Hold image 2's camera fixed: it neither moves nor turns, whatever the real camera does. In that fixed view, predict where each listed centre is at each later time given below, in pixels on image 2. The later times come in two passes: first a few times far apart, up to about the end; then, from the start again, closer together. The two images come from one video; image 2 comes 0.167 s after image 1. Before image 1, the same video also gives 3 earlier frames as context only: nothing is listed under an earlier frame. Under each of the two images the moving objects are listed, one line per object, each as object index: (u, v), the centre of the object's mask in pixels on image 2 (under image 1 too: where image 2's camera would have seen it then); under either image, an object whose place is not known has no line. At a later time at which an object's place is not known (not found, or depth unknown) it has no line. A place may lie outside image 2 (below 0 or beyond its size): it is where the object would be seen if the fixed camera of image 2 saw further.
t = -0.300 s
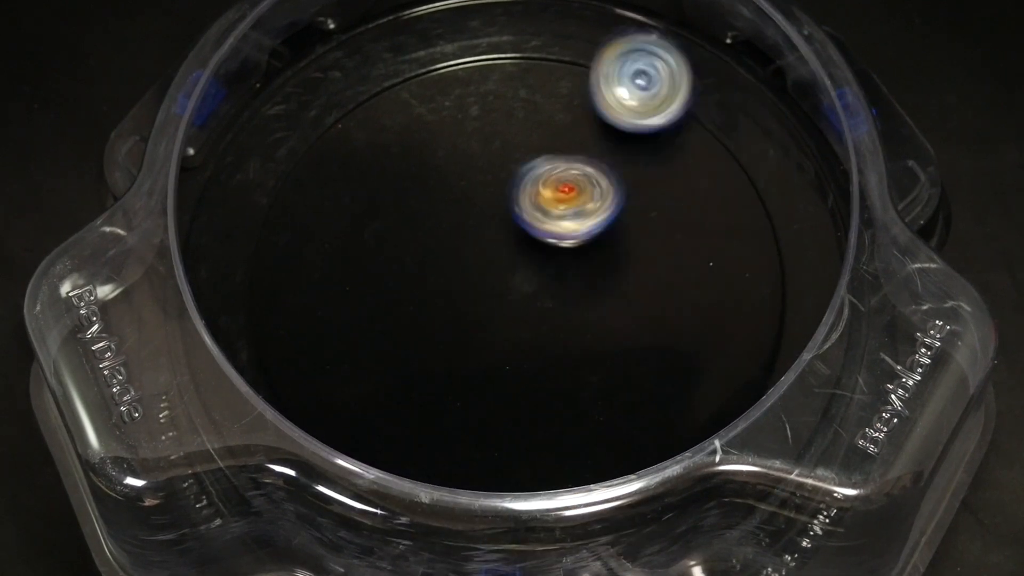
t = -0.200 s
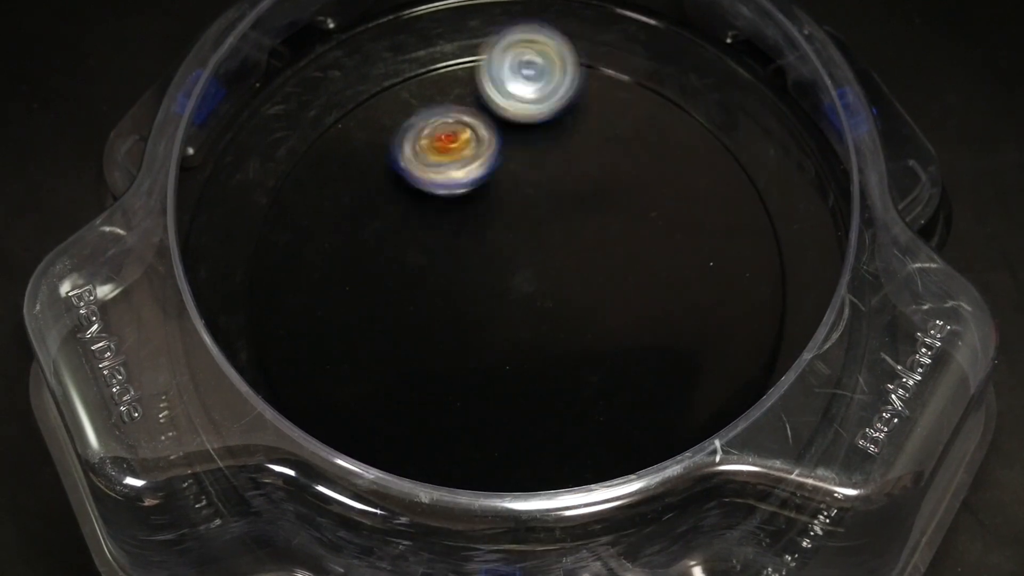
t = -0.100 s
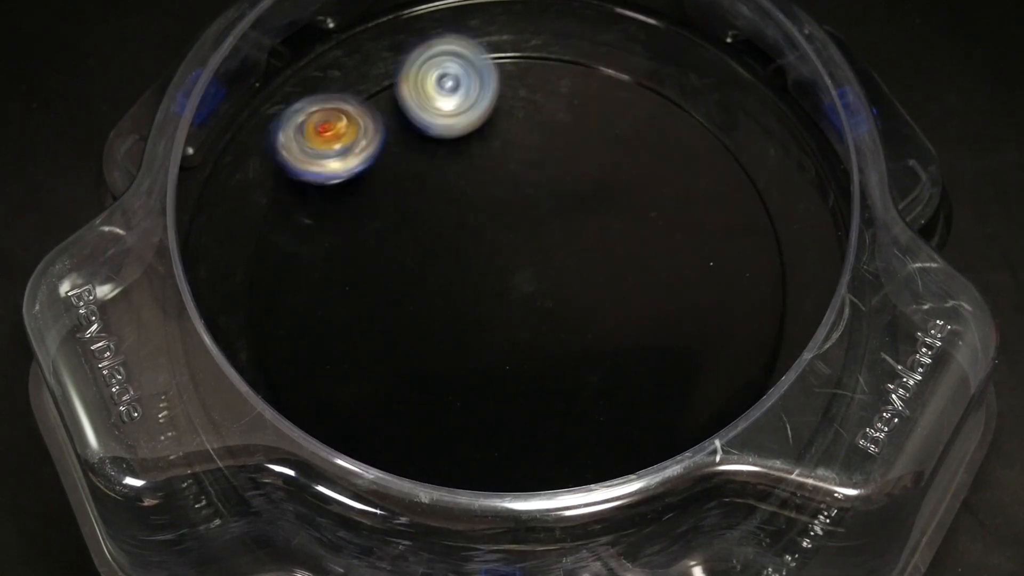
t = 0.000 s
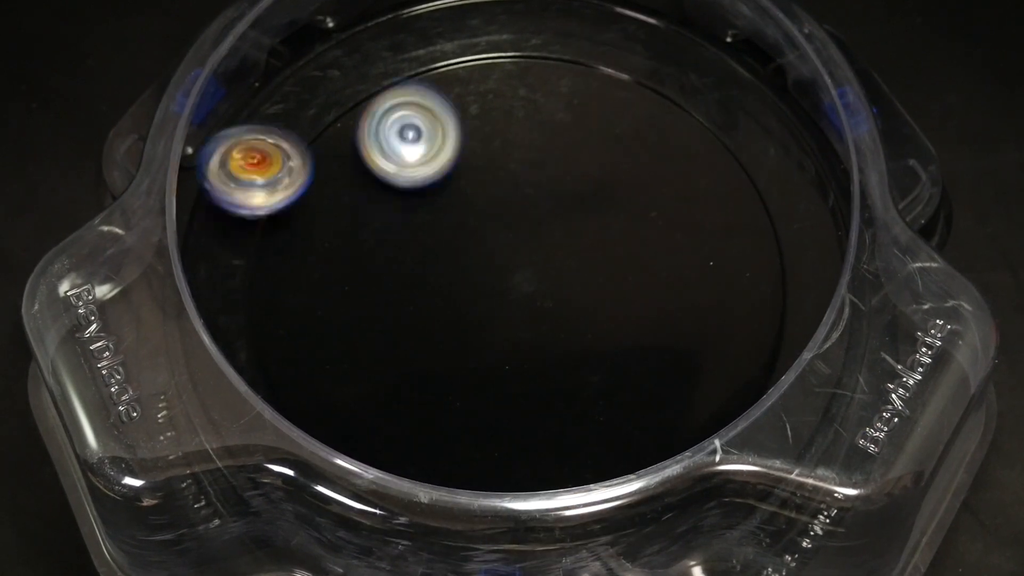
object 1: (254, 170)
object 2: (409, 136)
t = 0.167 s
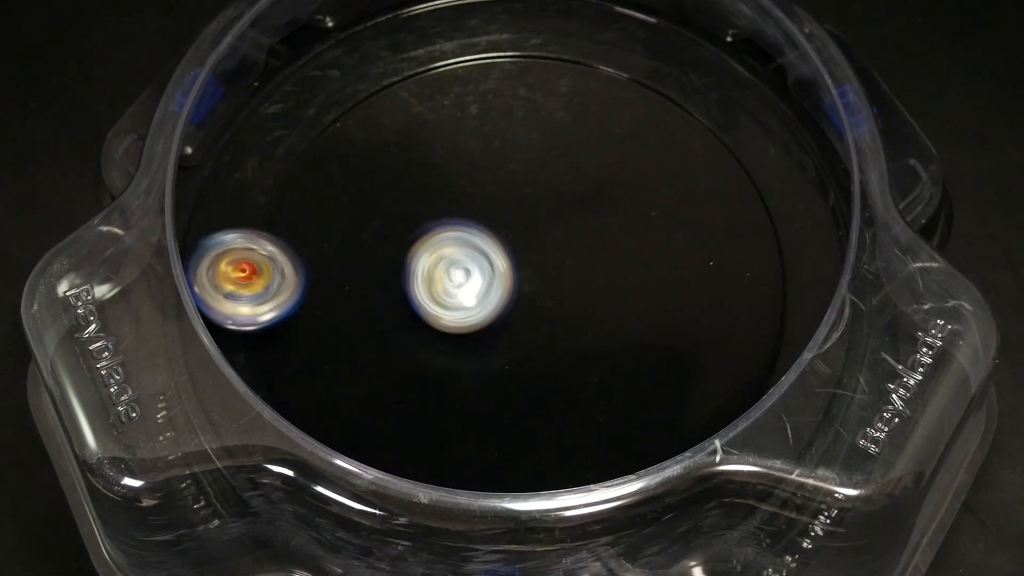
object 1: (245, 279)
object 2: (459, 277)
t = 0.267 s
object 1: (303, 348)
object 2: (543, 347)
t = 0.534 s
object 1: (625, 340)
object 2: (755, 337)
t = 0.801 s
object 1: (574, 96)
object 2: (634, 203)
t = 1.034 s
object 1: (397, 80)
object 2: (407, 200)
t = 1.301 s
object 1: (371, 227)
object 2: (381, 458)
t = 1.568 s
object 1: (593, 303)
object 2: (615, 415)
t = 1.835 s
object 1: (702, 106)
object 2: (605, 324)
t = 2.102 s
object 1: (545, 205)
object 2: (337, 185)
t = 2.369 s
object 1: (562, 363)
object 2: (324, 292)
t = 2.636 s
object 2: (477, 239)
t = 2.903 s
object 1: (604, 293)
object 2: (515, 104)
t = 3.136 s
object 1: (377, 202)
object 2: (591, 64)
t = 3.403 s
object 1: (339, 256)
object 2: (620, 249)
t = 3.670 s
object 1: (645, 260)
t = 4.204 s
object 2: (532, 203)
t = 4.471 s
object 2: (530, 126)
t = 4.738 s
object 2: (531, 217)
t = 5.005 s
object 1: (544, 172)
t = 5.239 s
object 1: (636, 195)
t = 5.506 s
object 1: (599, 247)
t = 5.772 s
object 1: (524, 278)
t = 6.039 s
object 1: (524, 333)
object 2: (507, 187)
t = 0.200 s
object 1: (256, 303)
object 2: (483, 304)
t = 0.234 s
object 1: (273, 327)
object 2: (514, 328)
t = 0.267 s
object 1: (303, 348)
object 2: (543, 347)
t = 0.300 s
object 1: (339, 365)
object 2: (577, 362)
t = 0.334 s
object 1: (377, 379)
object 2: (607, 371)
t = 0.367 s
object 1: (419, 388)
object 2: (640, 376)
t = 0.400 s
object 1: (461, 392)
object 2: (668, 376)
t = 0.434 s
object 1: (507, 388)
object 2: (695, 371)
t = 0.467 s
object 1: (548, 379)
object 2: (720, 364)
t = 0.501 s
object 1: (590, 361)
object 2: (739, 350)
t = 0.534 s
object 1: (625, 340)
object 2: (755, 337)
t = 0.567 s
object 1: (652, 313)
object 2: (767, 322)
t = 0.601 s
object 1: (653, 281)
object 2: (771, 301)
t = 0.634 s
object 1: (651, 248)
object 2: (766, 286)
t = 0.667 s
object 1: (643, 213)
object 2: (747, 267)
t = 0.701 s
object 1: (630, 179)
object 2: (723, 248)
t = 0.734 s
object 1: (616, 148)
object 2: (696, 231)
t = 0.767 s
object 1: (597, 119)
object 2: (666, 216)
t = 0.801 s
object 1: (574, 96)
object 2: (634, 203)
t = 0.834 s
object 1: (550, 75)
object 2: (601, 194)
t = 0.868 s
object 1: (523, 60)
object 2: (565, 186)
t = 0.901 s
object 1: (496, 50)
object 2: (531, 183)
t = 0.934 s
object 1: (469, 46)
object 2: (496, 182)
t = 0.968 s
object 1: (441, 49)
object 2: (463, 183)
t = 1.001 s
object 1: (417, 61)
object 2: (435, 191)
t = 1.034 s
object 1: (397, 80)
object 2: (407, 200)
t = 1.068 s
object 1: (381, 105)
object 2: (386, 212)
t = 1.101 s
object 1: (368, 117)
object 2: (368, 247)
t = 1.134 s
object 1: (359, 131)
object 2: (356, 283)
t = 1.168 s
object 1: (353, 149)
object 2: (351, 321)
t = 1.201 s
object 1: (350, 166)
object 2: (349, 361)
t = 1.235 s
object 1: (353, 186)
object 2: (352, 396)
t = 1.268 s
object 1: (359, 206)
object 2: (369, 423)
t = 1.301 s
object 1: (371, 227)
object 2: (381, 458)
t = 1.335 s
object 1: (388, 248)
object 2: (406, 472)
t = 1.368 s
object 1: (408, 267)
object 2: (438, 474)
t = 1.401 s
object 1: (434, 284)
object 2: (475, 461)
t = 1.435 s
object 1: (464, 297)
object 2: (507, 459)
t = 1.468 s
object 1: (495, 308)
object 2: (537, 453)
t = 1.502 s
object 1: (528, 313)
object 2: (566, 441)
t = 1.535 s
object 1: (562, 316)
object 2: (592, 424)
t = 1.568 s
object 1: (593, 303)
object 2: (615, 415)
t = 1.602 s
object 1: (623, 279)
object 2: (632, 414)
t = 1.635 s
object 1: (651, 250)
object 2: (644, 409)
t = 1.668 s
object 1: (672, 220)
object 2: (649, 402)
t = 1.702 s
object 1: (688, 196)
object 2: (650, 391)
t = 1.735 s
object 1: (698, 168)
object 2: (646, 377)
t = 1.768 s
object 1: (705, 144)
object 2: (637, 360)
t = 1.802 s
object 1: (708, 124)
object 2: (623, 343)
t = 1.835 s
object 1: (702, 106)
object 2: (605, 324)
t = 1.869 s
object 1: (693, 98)
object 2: (583, 304)
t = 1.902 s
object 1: (670, 103)
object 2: (557, 283)
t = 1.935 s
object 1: (645, 113)
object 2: (532, 262)
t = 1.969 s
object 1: (615, 127)
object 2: (504, 243)
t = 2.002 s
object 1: (582, 146)
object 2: (477, 223)
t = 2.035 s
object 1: (550, 165)
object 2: (452, 207)
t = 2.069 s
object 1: (544, 185)
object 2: (398, 195)
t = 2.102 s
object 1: (545, 205)
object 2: (337, 185)
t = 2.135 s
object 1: (548, 228)
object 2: (281, 176)
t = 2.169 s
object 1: (549, 252)
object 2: (243, 173)
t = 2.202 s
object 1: (552, 274)
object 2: (221, 179)
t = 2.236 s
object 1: (555, 296)
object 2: (229, 197)
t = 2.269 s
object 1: (558, 317)
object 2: (245, 222)
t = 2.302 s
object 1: (560, 334)
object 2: (265, 248)
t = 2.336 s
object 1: (562, 355)
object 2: (293, 271)
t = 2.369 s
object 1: (562, 363)
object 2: (324, 292)
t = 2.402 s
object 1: (563, 376)
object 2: (359, 311)
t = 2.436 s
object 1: (562, 385)
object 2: (397, 328)
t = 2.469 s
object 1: (561, 387)
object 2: (437, 339)
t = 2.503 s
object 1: (573, 397)
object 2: (463, 336)
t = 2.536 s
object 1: (602, 405)
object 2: (465, 315)
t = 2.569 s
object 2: (467, 290)
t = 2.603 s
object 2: (473, 265)
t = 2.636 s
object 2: (477, 239)
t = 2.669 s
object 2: (481, 215)
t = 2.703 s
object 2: (487, 192)
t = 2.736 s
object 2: (492, 170)
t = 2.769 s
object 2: (497, 151)
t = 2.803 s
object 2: (502, 134)
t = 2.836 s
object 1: (643, 340)
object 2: (507, 120)
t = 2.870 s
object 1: (625, 319)
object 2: (510, 110)
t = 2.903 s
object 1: (604, 293)
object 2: (515, 104)
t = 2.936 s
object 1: (579, 269)
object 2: (519, 100)
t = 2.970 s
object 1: (554, 244)
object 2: (524, 100)
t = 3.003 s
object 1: (527, 219)
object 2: (529, 104)
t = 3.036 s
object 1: (495, 203)
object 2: (539, 105)
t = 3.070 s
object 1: (453, 202)
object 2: (559, 87)
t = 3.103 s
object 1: (413, 201)
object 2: (575, 74)
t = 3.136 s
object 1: (377, 202)
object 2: (591, 64)
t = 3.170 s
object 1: (346, 205)
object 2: (603, 71)
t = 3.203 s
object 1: (317, 208)
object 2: (613, 85)
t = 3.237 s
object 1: (293, 209)
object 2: (619, 105)
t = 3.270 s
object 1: (275, 215)
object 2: (623, 128)
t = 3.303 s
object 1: (279, 224)
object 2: (625, 154)
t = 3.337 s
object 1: (292, 235)
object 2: (626, 186)
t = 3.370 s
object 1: (312, 245)
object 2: (624, 218)
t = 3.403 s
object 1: (339, 256)
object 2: (620, 249)
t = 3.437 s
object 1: (368, 266)
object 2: (615, 280)
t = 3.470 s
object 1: (402, 276)
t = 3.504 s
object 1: (440, 280)
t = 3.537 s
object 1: (480, 289)
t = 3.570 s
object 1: (522, 288)
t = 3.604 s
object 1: (567, 285)
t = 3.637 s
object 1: (606, 271)
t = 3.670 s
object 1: (645, 260)
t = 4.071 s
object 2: (497, 269)
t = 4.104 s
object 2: (507, 251)
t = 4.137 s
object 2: (517, 233)
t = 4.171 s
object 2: (529, 219)
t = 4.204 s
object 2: (532, 203)
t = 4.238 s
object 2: (535, 182)
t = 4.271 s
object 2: (534, 163)
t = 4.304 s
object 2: (534, 148)
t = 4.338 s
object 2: (535, 138)
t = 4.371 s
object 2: (532, 131)
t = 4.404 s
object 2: (532, 126)
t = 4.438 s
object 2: (532, 126)
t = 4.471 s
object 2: (530, 126)
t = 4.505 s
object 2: (530, 130)
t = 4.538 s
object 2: (528, 138)
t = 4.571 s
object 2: (527, 145)
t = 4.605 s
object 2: (527, 159)
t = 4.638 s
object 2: (526, 171)
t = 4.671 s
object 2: (528, 186)
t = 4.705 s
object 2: (529, 202)
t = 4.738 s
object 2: (531, 217)
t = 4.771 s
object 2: (536, 234)
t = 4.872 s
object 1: (430, 214)
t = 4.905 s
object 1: (460, 202)
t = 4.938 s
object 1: (487, 185)
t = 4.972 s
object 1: (519, 176)
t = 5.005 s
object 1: (544, 172)
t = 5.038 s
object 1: (567, 168)
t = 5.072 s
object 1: (587, 166)
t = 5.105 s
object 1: (605, 168)
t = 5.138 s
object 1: (618, 171)
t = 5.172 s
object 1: (628, 182)
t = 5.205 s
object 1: (634, 186)
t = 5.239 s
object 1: (636, 195)
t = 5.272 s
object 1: (634, 208)
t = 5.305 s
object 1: (629, 222)
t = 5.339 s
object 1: (627, 231)
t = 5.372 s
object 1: (623, 235)
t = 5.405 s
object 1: (622, 236)
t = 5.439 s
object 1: (619, 239)
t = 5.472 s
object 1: (611, 243)
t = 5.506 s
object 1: (599, 247)
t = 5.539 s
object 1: (589, 252)
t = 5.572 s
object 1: (579, 252)
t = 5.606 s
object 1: (569, 254)
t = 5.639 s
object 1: (555, 259)
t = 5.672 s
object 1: (542, 264)
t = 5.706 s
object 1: (530, 268)
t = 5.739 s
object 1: (526, 269)
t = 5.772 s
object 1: (524, 278)
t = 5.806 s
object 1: (522, 287)
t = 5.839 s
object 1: (522, 302)
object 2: (441, 216)
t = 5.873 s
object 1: (522, 314)
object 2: (446, 202)
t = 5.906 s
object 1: (521, 323)
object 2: (458, 189)
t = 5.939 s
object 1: (522, 328)
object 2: (470, 185)
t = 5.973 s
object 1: (525, 330)
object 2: (481, 182)
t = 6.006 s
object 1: (528, 333)
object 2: (494, 181)
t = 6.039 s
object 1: (524, 333)
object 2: (507, 187)
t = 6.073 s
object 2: (517, 195)
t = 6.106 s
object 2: (527, 202)
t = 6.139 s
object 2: (536, 212)
